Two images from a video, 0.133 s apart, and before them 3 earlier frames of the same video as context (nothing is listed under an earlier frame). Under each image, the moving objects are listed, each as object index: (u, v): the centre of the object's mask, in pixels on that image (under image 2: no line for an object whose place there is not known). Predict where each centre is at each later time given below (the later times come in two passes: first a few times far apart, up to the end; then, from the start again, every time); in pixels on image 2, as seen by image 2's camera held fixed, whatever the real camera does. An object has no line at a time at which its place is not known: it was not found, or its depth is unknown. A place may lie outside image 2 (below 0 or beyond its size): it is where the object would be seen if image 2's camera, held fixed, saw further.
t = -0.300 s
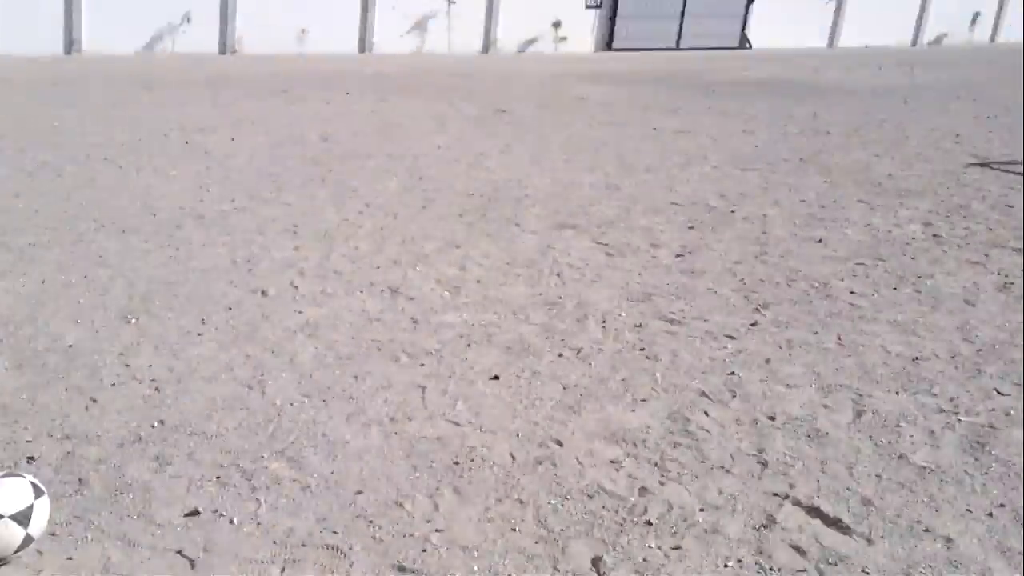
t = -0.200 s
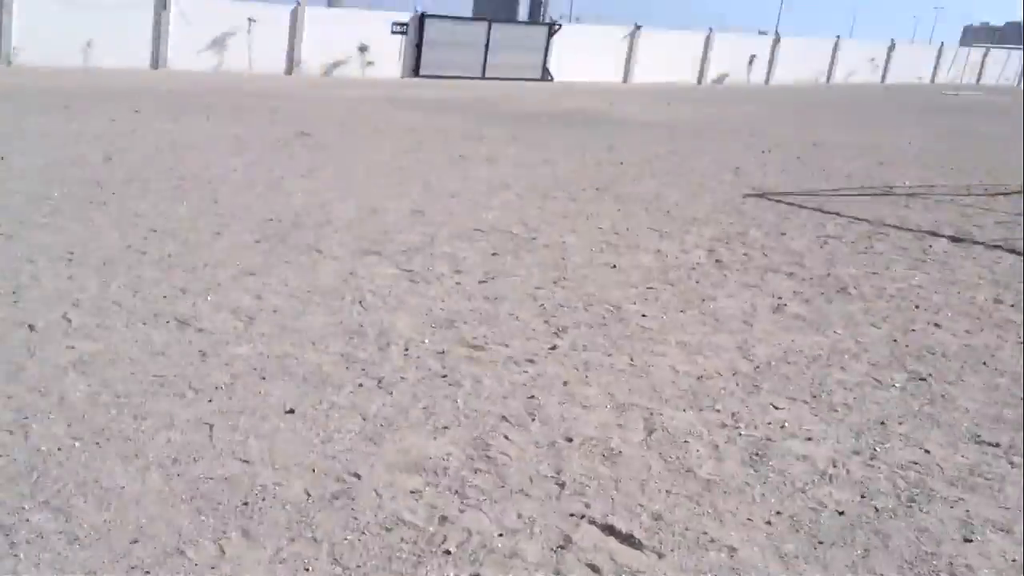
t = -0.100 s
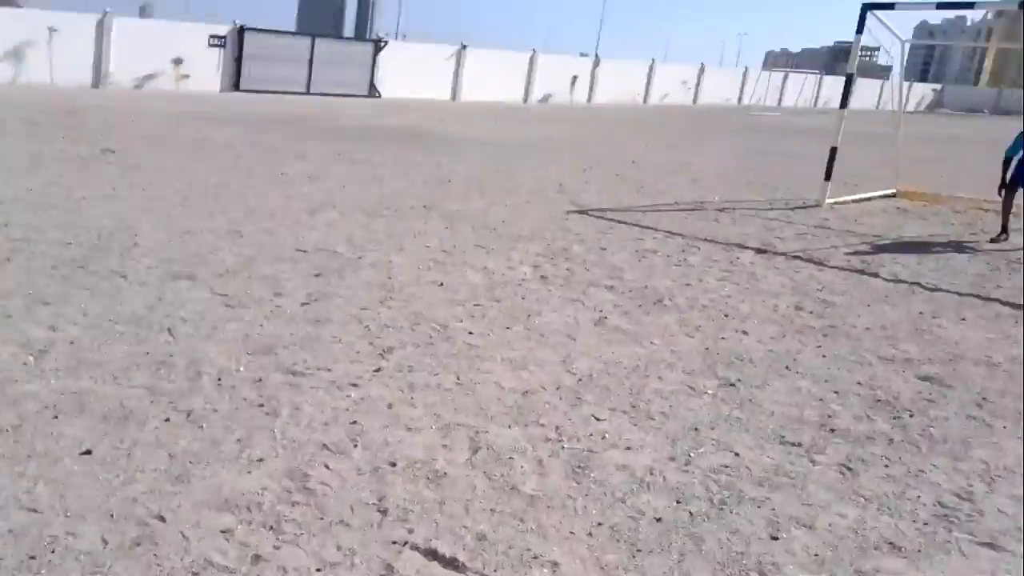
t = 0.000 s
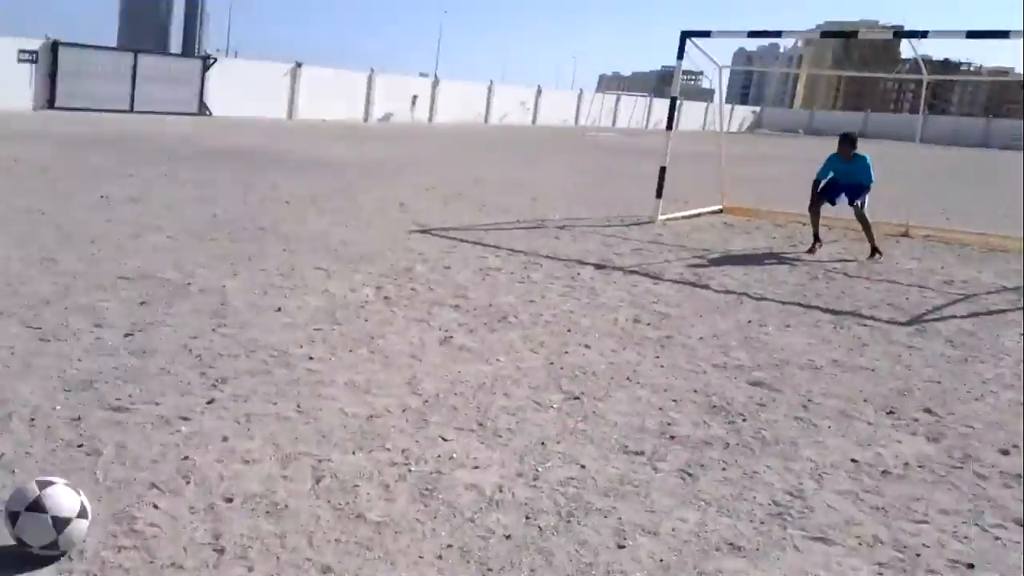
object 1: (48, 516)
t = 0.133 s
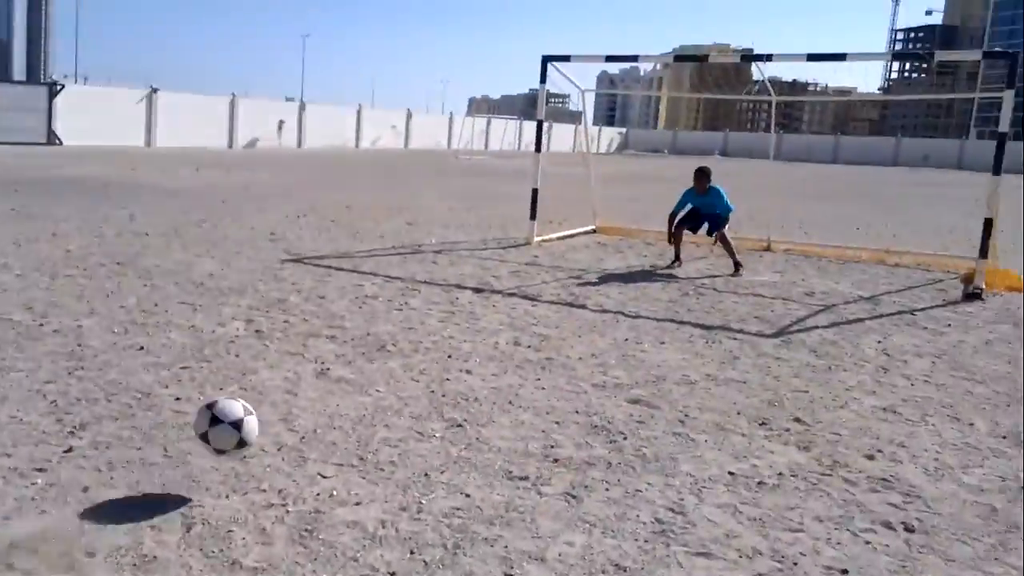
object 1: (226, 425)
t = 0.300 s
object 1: (448, 373)
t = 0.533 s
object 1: (586, 293)
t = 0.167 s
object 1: (284, 407)
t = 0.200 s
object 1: (332, 392)
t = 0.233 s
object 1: (375, 382)
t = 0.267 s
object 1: (413, 376)
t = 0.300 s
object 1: (448, 373)
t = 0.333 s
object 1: (476, 365)
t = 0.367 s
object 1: (497, 347)
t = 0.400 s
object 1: (518, 330)
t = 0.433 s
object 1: (537, 317)
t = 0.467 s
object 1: (555, 307)
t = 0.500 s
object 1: (571, 298)
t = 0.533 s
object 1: (586, 293)
